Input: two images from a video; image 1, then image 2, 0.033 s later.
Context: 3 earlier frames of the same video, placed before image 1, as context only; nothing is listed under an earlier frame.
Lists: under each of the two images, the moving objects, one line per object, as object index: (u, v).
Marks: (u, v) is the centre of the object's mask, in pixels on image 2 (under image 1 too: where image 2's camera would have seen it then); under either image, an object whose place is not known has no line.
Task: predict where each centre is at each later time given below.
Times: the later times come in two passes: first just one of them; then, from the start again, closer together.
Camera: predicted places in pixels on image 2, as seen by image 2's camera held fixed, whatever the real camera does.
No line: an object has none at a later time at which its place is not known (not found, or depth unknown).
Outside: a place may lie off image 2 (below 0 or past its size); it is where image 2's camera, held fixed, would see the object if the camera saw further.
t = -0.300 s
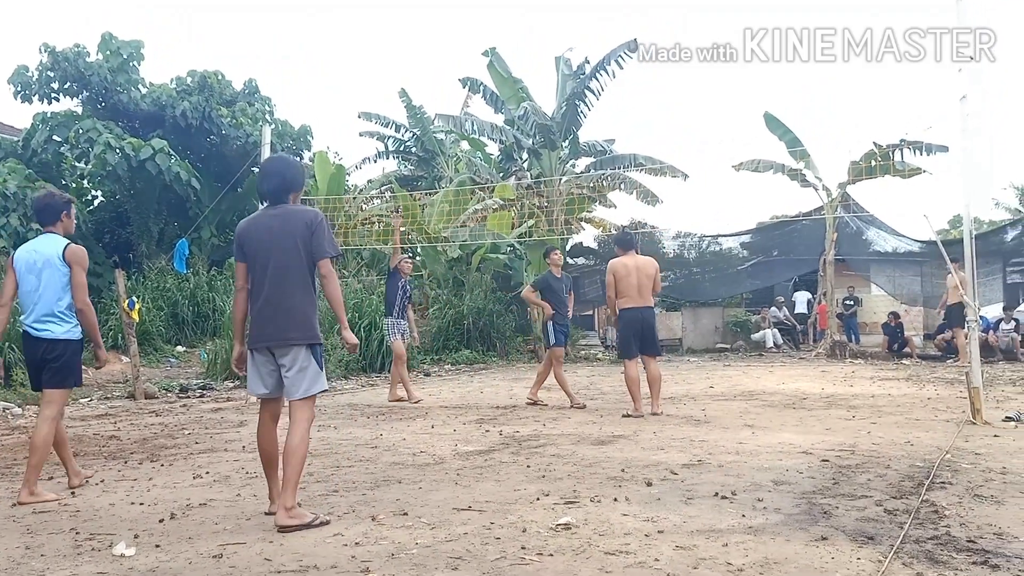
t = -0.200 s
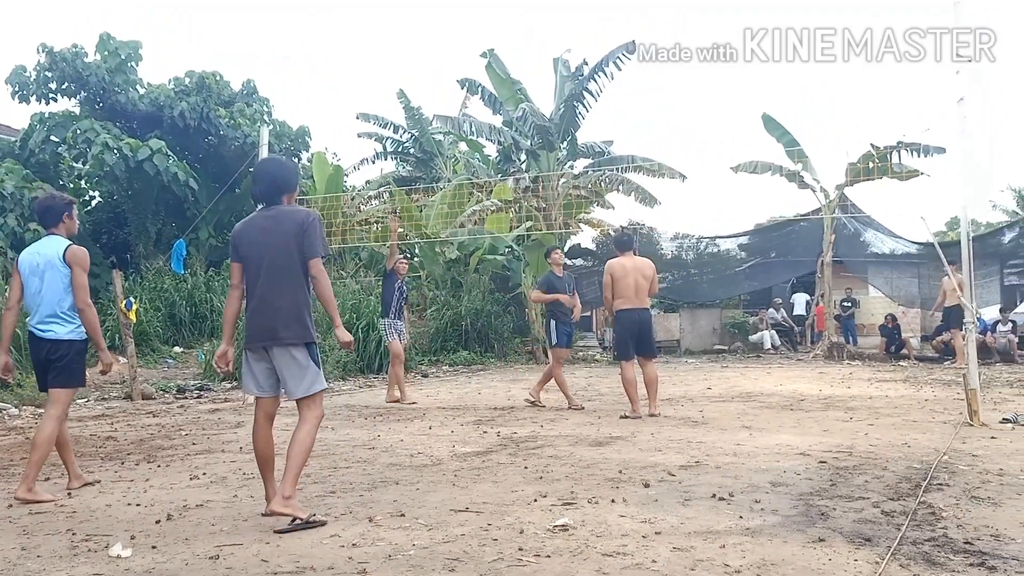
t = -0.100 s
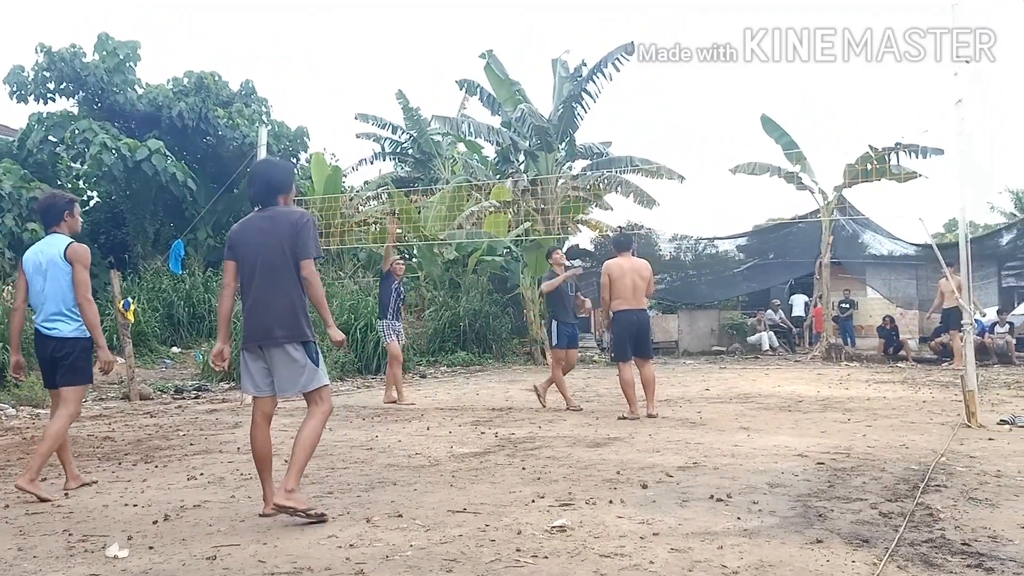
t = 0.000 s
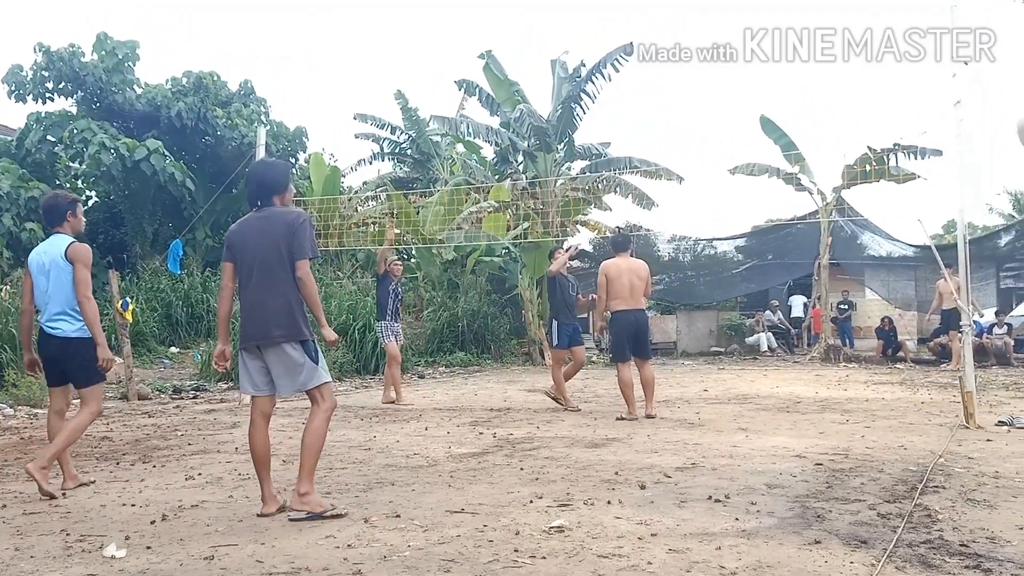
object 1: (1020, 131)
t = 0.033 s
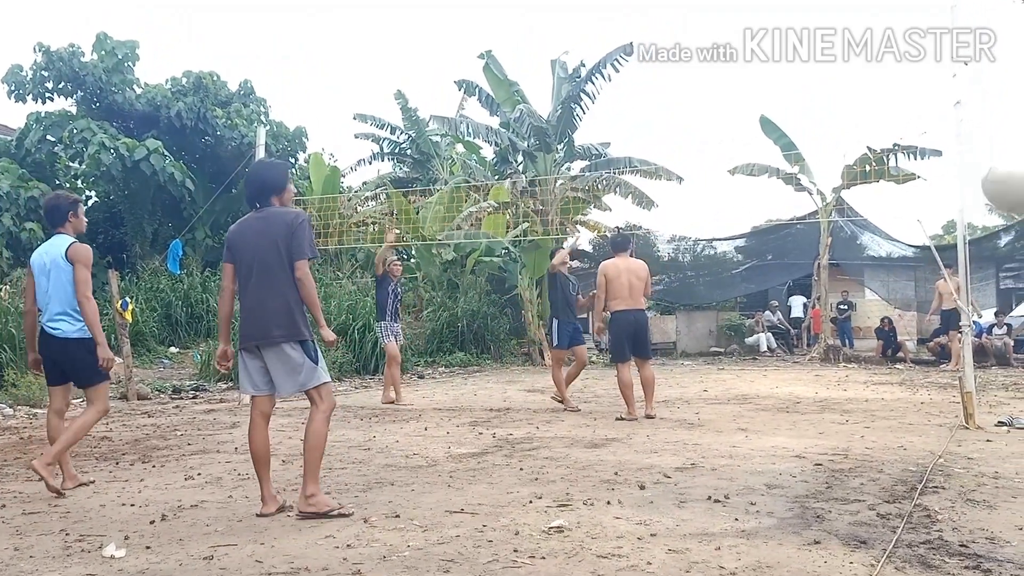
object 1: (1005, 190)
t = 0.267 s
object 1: (864, 476)
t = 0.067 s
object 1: (986, 232)
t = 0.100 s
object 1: (957, 277)
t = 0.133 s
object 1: (934, 321)
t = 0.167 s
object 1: (912, 362)
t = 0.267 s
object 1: (864, 476)
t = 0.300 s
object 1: (855, 464)
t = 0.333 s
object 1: (848, 438)
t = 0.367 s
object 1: (841, 415)
